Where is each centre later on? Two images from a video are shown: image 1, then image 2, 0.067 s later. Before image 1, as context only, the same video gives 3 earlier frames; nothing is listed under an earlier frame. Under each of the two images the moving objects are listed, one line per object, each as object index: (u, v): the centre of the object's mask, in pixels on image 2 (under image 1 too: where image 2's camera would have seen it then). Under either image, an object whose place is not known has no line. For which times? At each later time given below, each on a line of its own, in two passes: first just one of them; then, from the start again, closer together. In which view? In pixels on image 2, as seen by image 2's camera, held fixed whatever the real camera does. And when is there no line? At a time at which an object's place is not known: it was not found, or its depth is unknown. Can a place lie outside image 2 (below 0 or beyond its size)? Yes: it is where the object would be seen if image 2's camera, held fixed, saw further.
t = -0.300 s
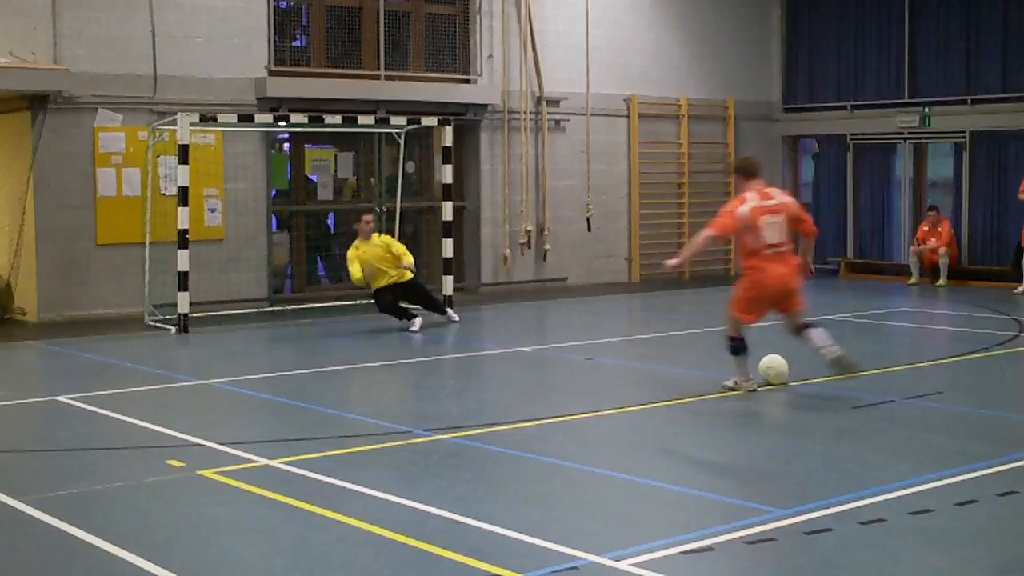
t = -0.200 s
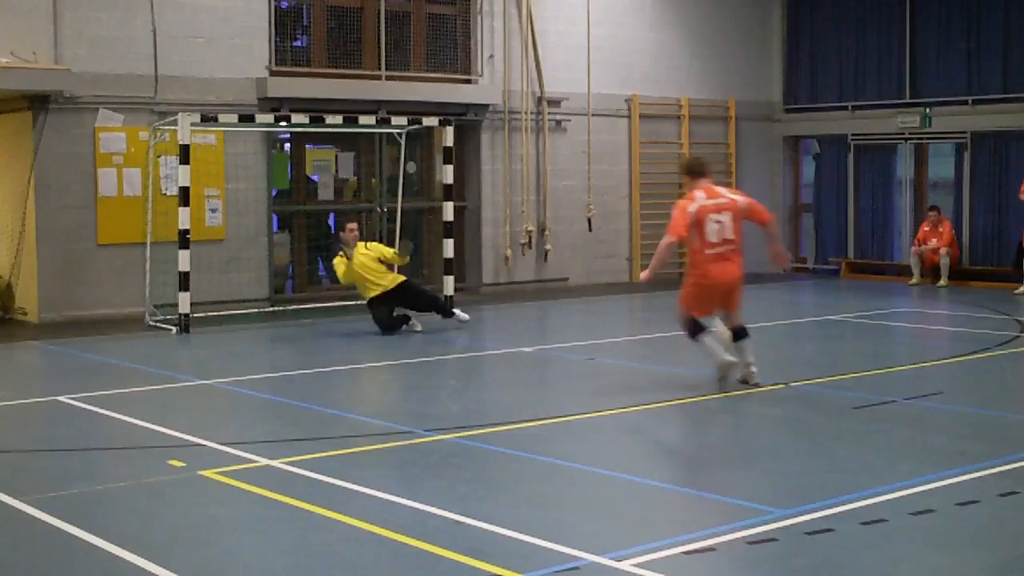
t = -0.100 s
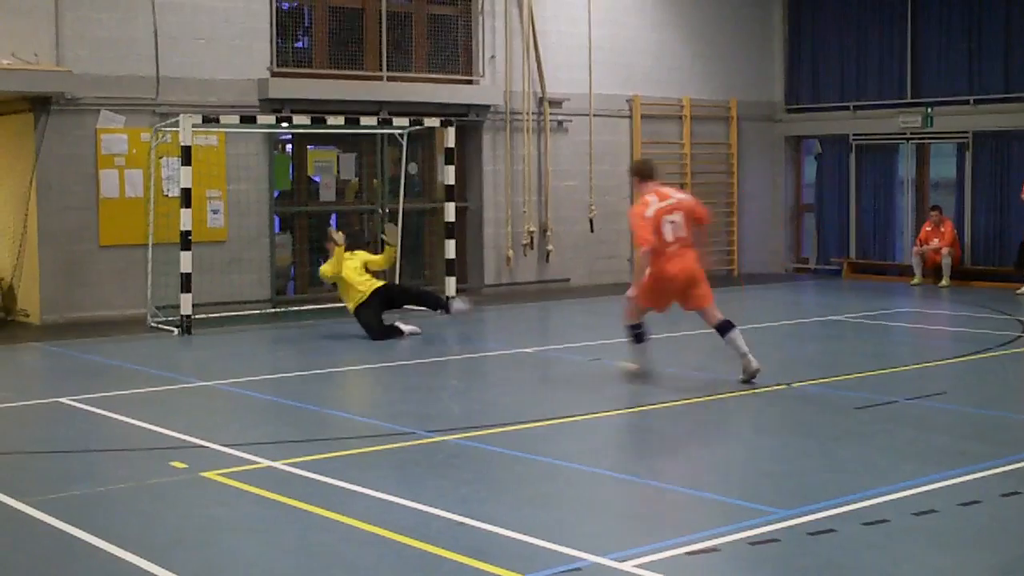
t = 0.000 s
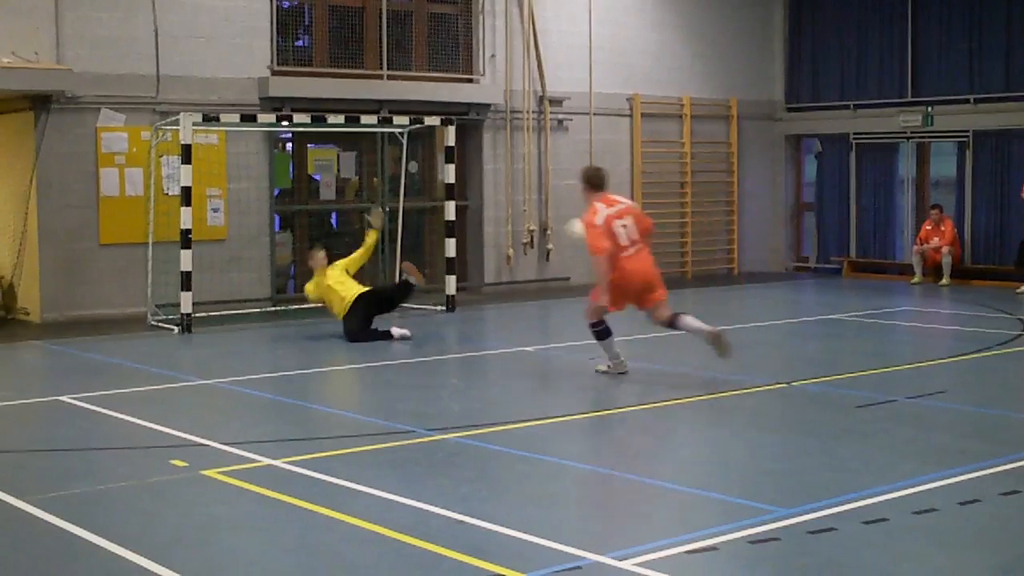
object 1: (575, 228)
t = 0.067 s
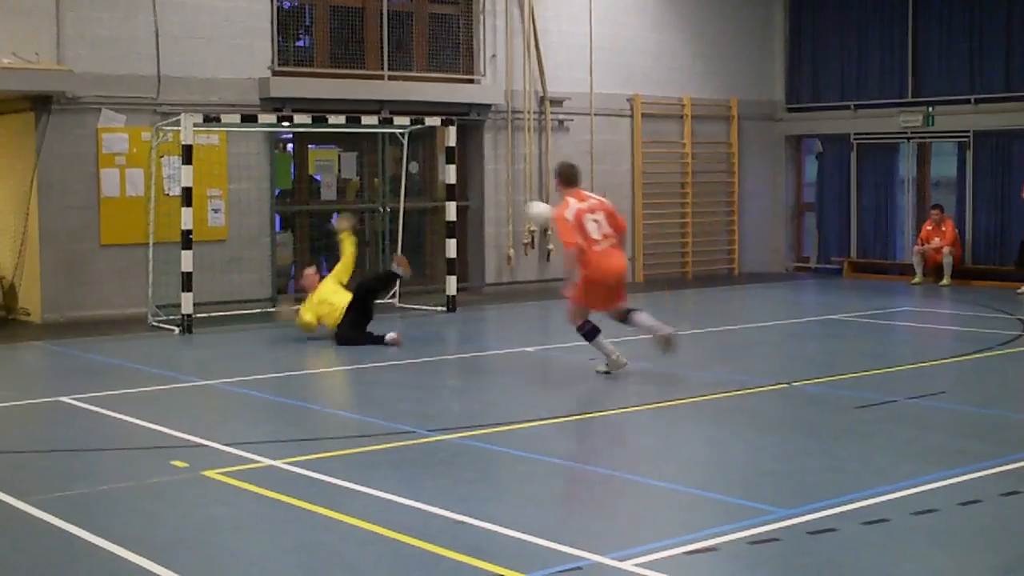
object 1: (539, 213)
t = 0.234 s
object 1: (447, 191)
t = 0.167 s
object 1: (481, 195)
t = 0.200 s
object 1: (464, 193)
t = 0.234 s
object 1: (447, 191)
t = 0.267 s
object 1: (430, 189)
